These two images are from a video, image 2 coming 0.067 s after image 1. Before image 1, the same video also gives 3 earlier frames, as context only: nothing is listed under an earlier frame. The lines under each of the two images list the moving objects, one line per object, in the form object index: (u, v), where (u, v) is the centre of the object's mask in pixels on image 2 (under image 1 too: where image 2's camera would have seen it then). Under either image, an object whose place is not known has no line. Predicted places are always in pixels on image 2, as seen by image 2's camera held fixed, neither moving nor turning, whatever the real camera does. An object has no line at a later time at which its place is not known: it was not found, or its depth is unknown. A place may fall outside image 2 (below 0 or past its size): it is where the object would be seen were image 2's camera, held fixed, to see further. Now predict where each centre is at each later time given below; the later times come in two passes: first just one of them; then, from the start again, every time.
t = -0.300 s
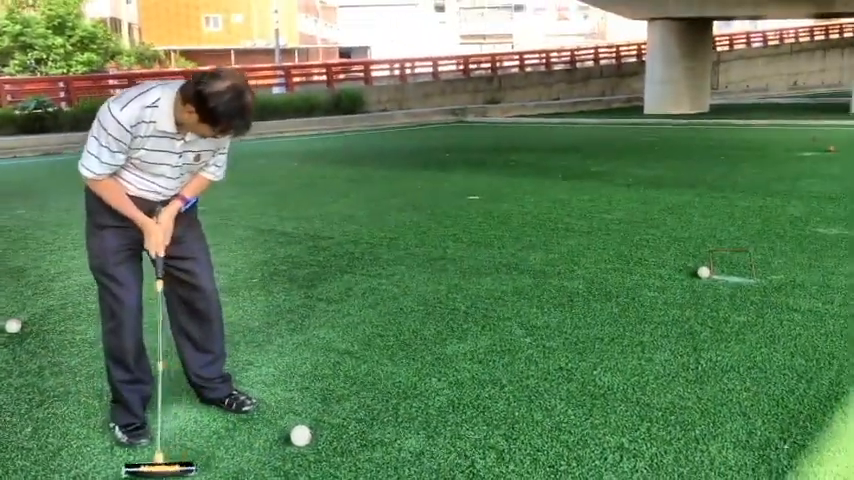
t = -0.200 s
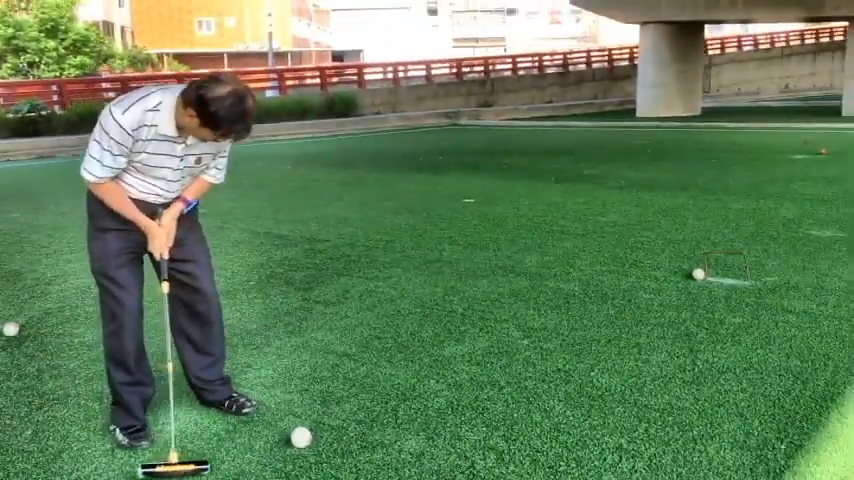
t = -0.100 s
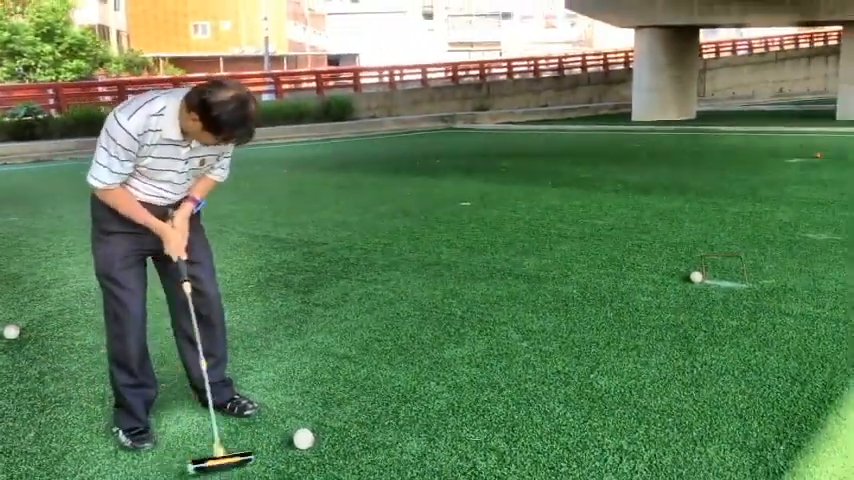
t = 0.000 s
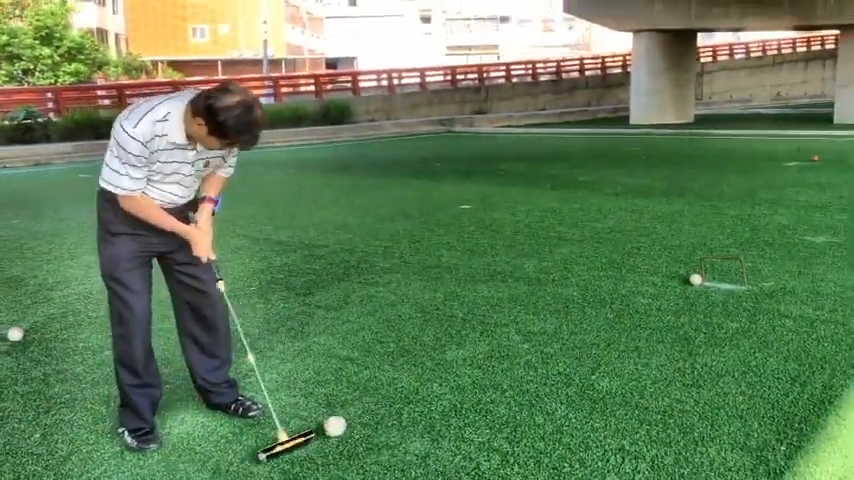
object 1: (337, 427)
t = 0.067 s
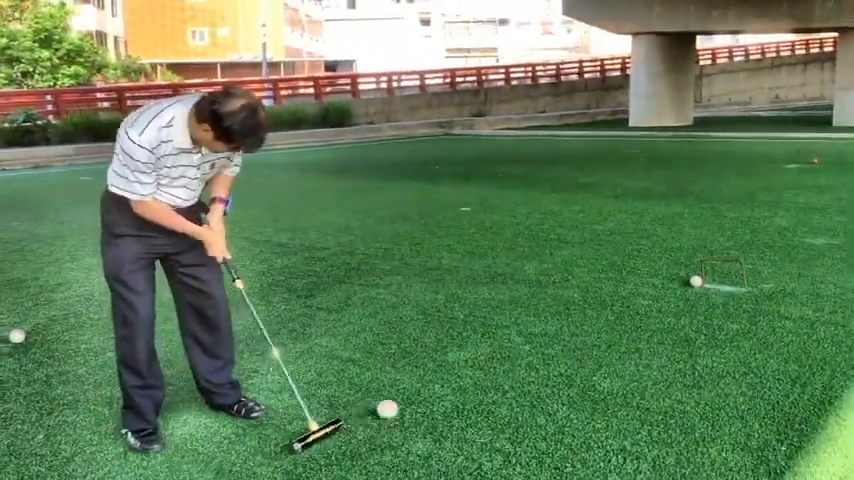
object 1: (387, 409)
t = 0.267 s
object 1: (493, 369)
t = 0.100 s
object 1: (408, 399)
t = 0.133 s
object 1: (428, 392)
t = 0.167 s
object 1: (447, 386)
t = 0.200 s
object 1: (464, 379)
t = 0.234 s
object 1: (479, 374)
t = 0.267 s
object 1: (493, 369)
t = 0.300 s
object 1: (506, 363)
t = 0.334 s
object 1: (519, 360)
